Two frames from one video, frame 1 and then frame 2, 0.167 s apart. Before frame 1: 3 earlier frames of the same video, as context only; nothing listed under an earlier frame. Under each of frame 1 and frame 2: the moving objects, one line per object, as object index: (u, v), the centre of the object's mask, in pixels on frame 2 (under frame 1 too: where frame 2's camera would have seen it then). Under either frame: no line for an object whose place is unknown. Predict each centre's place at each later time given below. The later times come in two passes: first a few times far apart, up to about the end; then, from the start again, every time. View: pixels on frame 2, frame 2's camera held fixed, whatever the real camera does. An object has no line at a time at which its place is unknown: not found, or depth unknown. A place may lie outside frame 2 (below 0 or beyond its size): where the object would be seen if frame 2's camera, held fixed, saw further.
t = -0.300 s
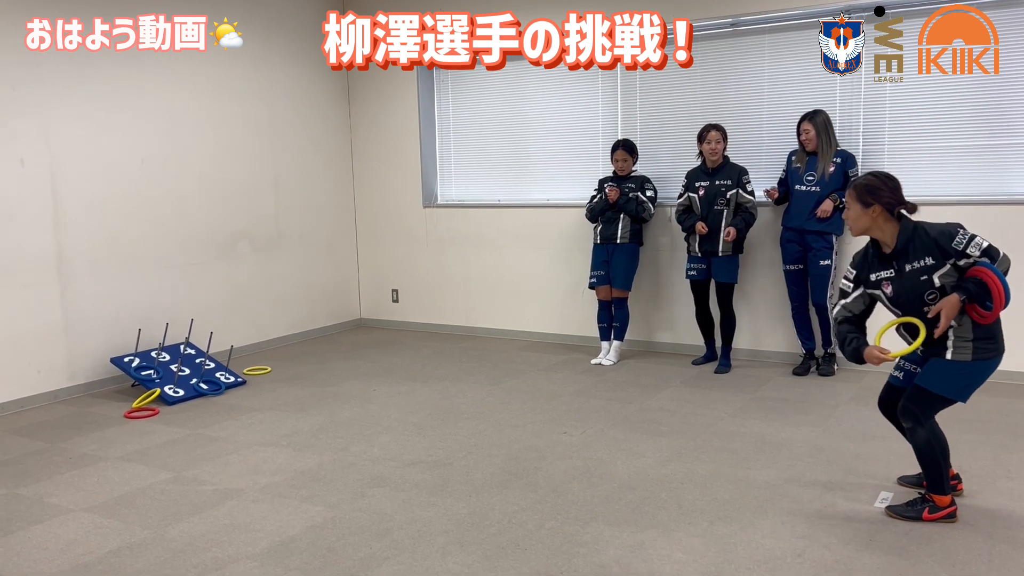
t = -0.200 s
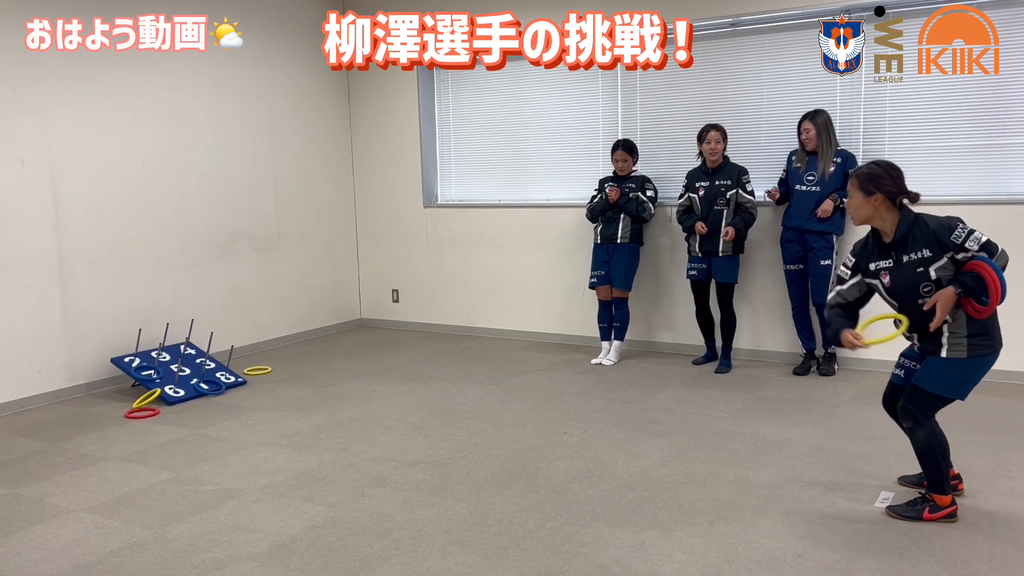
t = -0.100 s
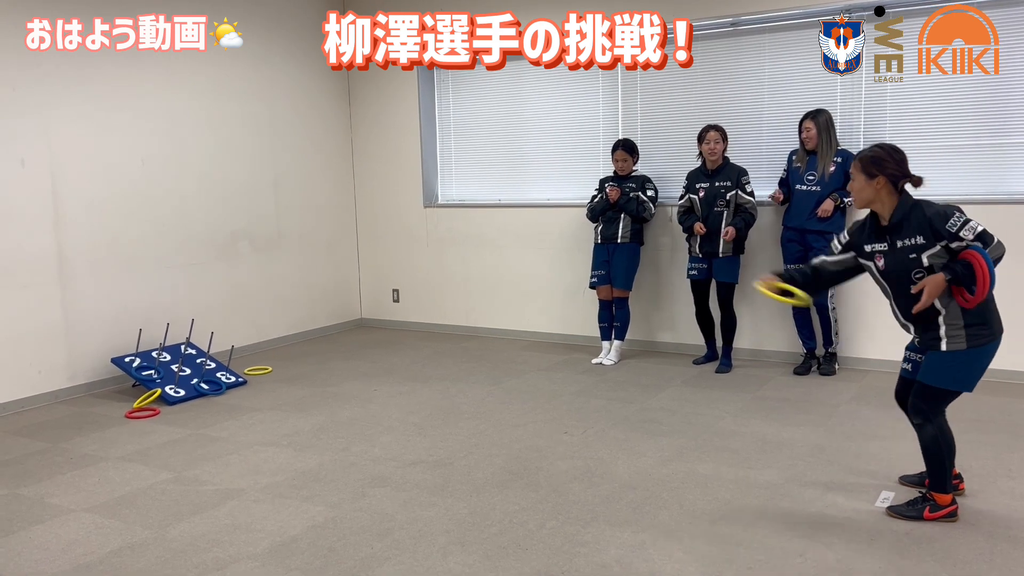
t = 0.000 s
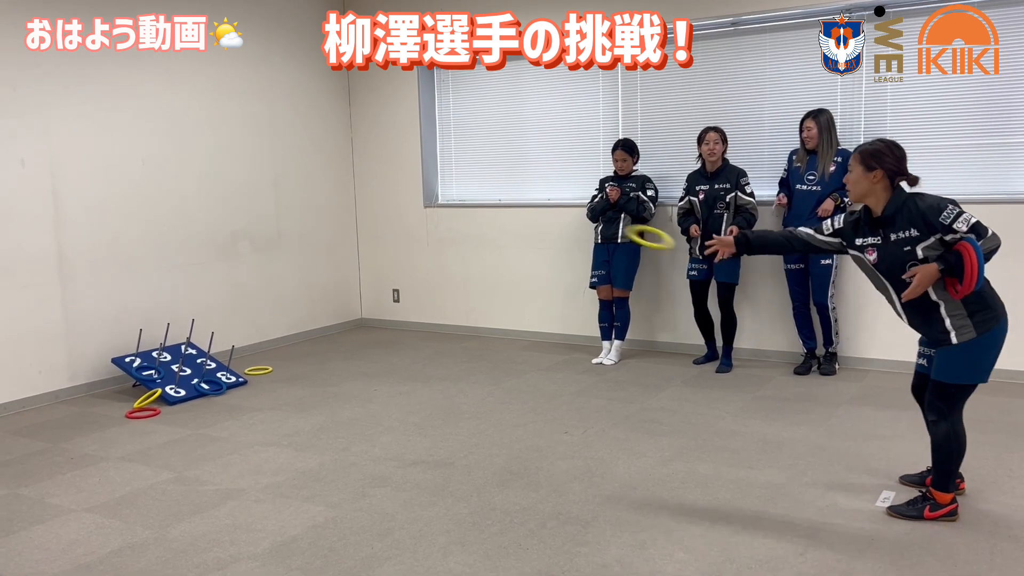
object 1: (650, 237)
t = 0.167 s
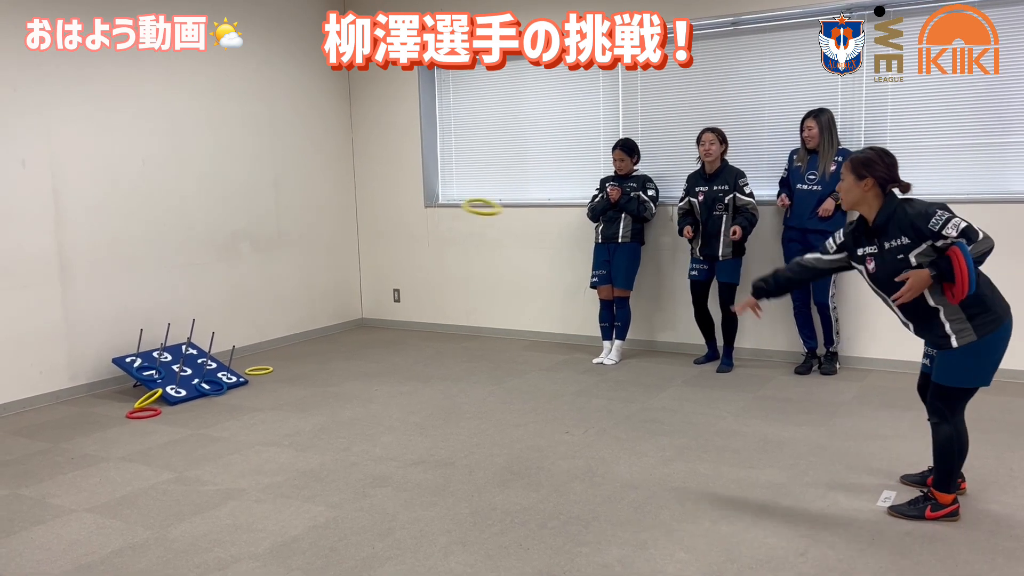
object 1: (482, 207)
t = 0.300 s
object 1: (377, 222)
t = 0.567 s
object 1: (227, 322)
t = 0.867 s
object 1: (201, 363)
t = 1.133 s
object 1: (208, 369)
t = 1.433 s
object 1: (208, 372)
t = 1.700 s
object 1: (208, 373)
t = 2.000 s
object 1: (208, 373)
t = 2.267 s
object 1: (208, 373)
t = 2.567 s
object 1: (209, 373)
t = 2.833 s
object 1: (209, 373)
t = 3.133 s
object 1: (209, 373)
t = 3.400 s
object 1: (210, 373)
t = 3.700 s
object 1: (210, 373)
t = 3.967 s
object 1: (211, 373)
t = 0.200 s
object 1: (454, 208)
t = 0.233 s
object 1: (426, 211)
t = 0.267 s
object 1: (401, 215)
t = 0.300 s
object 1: (377, 222)
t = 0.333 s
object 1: (355, 230)
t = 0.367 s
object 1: (333, 240)
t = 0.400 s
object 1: (313, 251)
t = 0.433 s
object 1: (294, 263)
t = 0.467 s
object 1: (275, 277)
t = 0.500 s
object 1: (259, 291)
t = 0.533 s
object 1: (242, 306)
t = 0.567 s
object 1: (227, 322)
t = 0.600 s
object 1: (213, 339)
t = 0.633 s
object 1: (198, 358)
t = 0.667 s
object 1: (198, 365)
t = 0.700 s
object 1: (197, 362)
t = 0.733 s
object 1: (197, 361)
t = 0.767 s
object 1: (198, 360)
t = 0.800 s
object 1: (199, 361)
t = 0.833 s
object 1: (199, 362)
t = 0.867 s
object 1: (201, 363)
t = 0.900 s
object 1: (204, 365)
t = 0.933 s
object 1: (206, 366)
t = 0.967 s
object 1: (208, 365)
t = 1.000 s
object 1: (209, 365)
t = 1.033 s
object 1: (209, 366)
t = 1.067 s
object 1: (209, 366)
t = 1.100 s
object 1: (209, 368)
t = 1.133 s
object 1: (208, 369)
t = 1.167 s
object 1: (207, 372)
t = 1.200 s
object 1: (207, 371)
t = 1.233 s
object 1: (208, 370)
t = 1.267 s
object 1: (208, 371)
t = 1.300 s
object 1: (208, 372)
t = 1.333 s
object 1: (208, 372)
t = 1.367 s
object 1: (208, 372)
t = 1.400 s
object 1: (208, 372)
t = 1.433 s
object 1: (208, 372)
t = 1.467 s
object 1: (208, 372)
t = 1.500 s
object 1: (208, 372)
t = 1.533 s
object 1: (208, 372)
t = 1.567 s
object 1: (208, 372)
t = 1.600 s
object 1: (208, 372)
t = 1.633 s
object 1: (208, 373)
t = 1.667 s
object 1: (208, 373)
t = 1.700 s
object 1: (208, 373)
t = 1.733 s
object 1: (208, 373)
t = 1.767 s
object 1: (208, 373)
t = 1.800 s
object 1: (208, 373)
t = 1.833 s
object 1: (208, 373)
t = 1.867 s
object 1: (208, 373)
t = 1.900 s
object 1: (208, 373)
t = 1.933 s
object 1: (208, 373)
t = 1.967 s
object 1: (208, 373)
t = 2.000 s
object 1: (208, 373)
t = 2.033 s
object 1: (208, 373)
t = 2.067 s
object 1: (208, 373)
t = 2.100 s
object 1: (208, 373)
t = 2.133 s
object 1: (208, 373)
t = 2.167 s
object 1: (208, 373)
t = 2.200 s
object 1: (208, 373)
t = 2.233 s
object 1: (208, 373)
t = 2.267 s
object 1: (208, 373)
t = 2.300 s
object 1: (208, 373)
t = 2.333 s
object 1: (208, 373)
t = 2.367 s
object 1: (208, 373)
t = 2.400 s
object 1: (208, 373)
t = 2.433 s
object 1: (208, 373)
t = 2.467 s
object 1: (208, 373)
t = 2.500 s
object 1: (208, 373)
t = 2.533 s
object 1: (209, 373)
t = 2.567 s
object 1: (209, 373)
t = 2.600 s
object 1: (209, 373)
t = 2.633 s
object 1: (209, 373)
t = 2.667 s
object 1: (209, 373)
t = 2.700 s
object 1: (209, 373)
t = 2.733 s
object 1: (209, 373)
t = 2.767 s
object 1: (209, 373)
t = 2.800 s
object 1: (209, 373)
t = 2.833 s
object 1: (209, 373)
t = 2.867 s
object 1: (209, 373)
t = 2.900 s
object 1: (209, 373)
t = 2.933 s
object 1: (209, 373)
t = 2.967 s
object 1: (209, 373)
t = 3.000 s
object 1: (209, 373)
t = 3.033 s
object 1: (209, 373)
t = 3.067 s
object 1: (209, 373)
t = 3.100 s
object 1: (209, 373)
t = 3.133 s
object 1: (209, 373)
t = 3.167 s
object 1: (209, 373)
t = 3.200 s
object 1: (209, 373)
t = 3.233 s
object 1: (209, 373)
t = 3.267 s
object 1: (210, 373)
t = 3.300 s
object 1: (210, 373)
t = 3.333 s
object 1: (210, 373)
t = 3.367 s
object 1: (210, 373)
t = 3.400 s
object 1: (210, 373)
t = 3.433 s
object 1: (210, 373)
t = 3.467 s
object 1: (210, 373)
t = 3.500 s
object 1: (210, 373)
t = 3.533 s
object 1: (210, 373)
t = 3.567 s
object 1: (210, 373)
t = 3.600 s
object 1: (210, 373)
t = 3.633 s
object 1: (210, 373)
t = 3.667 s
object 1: (210, 373)
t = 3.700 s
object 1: (210, 373)
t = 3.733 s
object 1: (211, 373)
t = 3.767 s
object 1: (210, 373)
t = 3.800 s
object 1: (210, 373)
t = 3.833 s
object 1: (211, 373)
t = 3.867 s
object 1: (211, 373)
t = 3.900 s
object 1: (210, 373)
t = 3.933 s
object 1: (211, 373)
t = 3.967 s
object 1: (211, 373)
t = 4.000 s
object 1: (211, 373)
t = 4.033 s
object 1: (211, 373)
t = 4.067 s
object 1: (211, 373)
